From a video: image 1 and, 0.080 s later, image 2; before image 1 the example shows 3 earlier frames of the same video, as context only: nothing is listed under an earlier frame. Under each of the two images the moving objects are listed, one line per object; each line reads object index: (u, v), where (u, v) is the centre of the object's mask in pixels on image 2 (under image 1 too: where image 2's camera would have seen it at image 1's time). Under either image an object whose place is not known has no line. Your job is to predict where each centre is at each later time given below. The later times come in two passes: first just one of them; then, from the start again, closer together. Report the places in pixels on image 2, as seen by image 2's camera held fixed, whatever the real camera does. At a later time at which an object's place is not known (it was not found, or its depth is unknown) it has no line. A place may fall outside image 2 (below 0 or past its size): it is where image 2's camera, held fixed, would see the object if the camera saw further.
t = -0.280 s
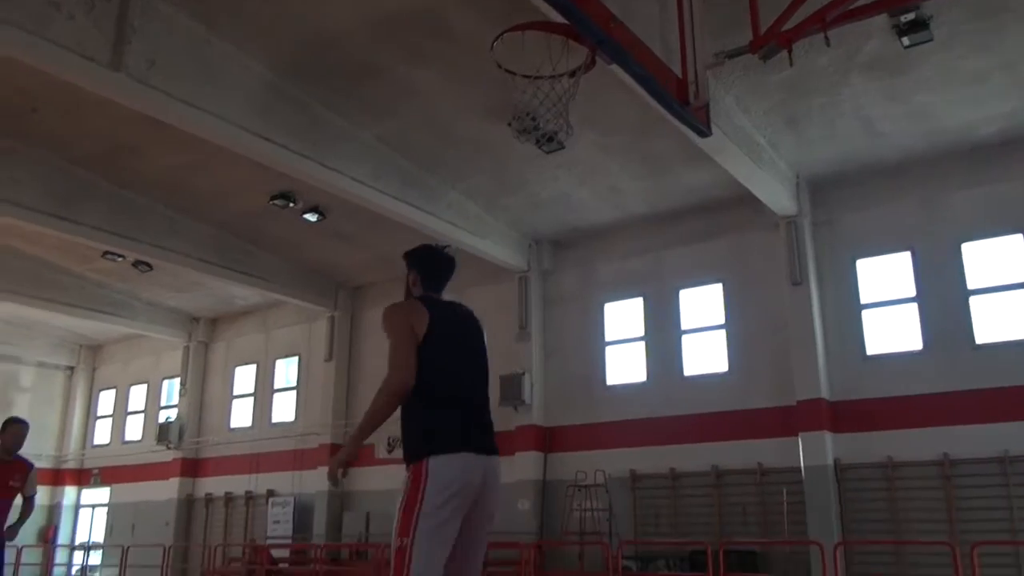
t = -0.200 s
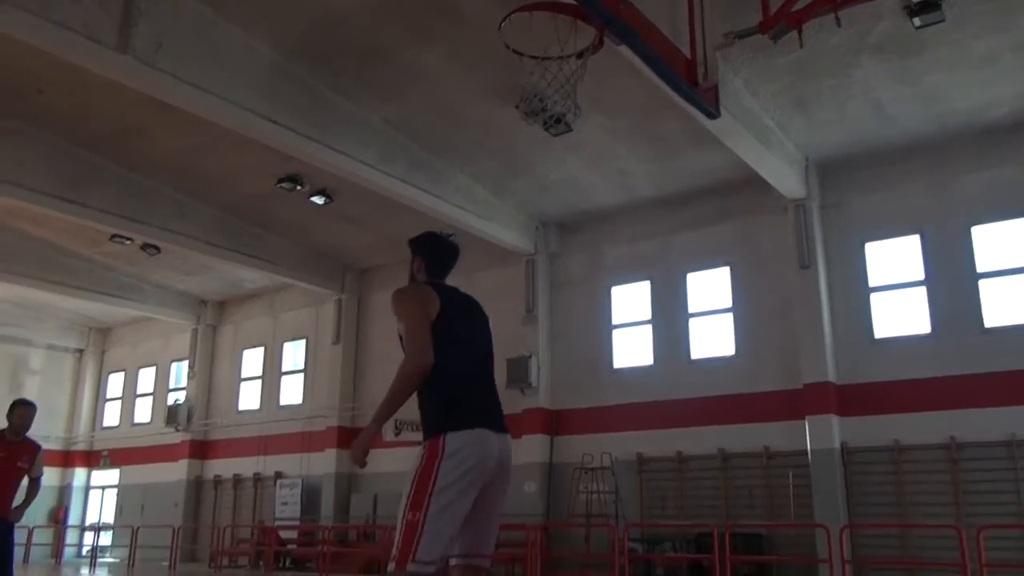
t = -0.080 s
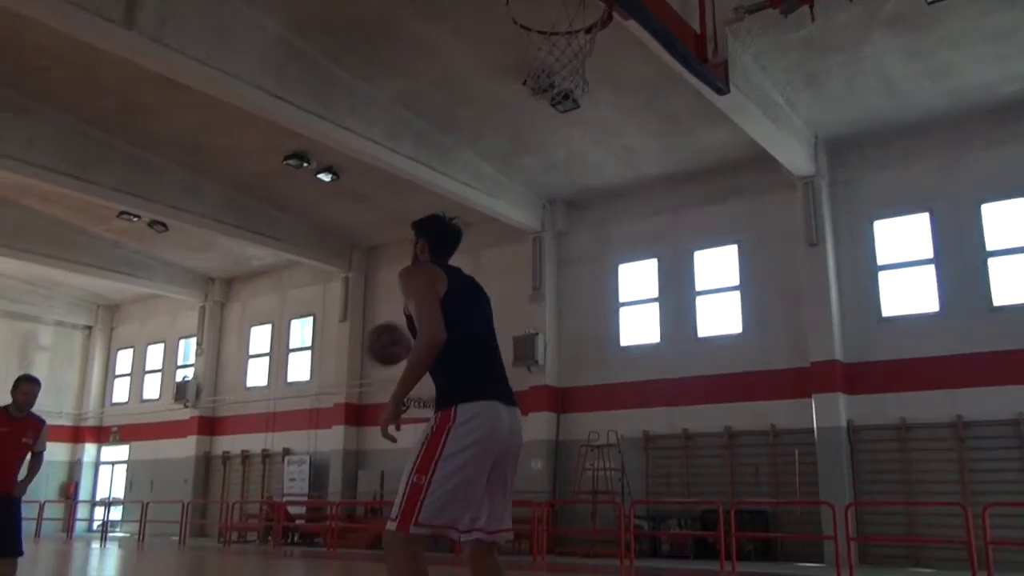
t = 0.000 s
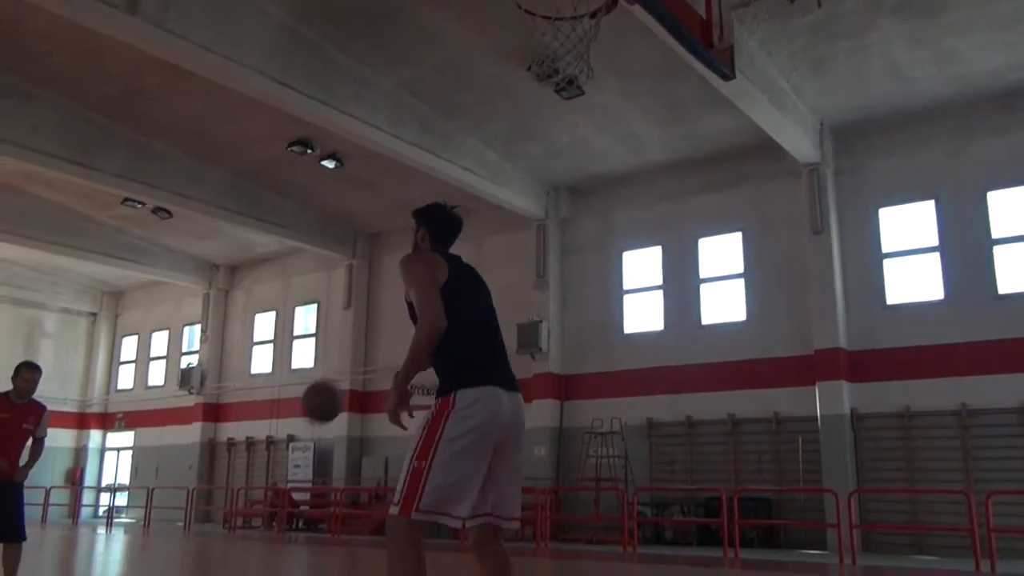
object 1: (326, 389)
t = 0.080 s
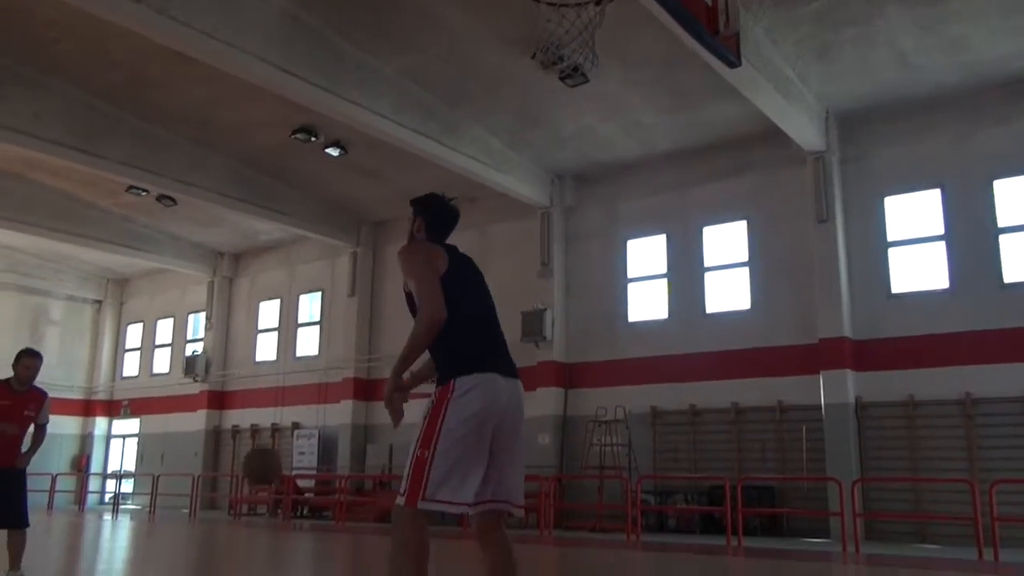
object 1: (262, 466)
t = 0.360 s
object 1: (144, 501)
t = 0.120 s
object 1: (231, 507)
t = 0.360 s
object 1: (144, 501)
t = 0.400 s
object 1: (138, 479)
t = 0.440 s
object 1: (132, 461)
